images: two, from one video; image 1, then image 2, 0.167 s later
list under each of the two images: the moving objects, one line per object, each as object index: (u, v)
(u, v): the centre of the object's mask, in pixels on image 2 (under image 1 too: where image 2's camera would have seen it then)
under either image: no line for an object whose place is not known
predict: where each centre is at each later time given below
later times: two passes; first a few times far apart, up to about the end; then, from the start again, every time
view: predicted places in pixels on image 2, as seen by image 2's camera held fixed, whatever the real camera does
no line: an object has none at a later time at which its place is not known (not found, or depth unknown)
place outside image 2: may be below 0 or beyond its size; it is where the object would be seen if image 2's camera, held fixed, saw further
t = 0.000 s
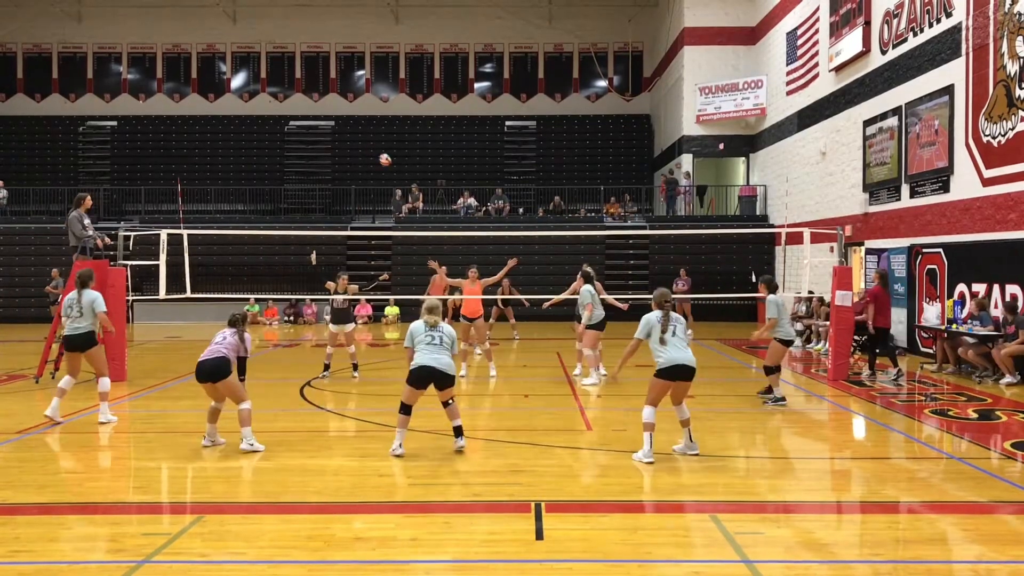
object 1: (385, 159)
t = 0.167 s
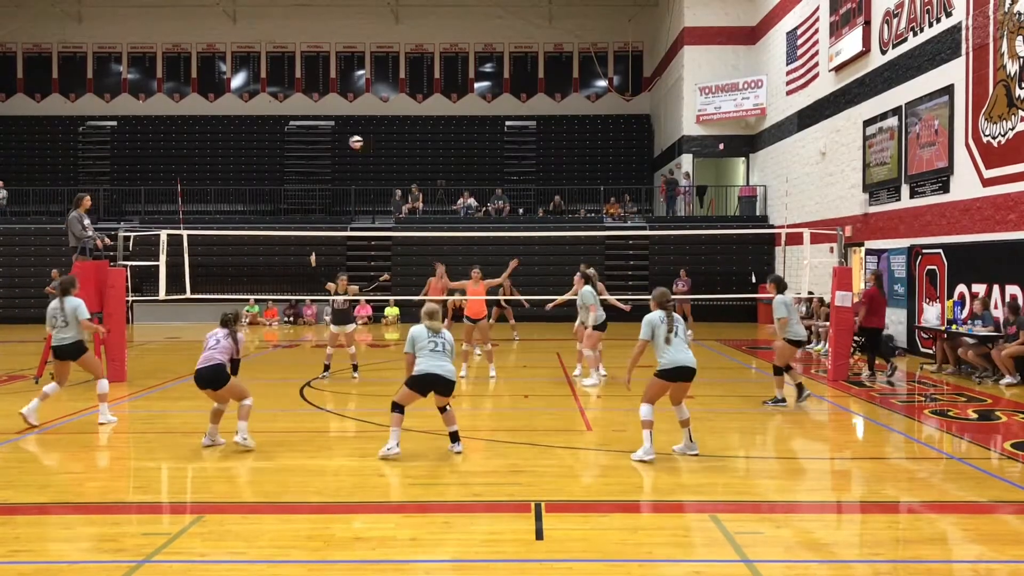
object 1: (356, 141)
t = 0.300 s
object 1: (329, 138)
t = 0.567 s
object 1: (253, 173)
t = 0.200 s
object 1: (350, 139)
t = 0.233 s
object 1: (343, 138)
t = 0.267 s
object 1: (336, 137)
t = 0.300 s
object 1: (329, 138)
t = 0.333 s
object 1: (321, 139)
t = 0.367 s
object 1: (317, 136)
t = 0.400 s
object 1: (311, 139)
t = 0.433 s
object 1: (295, 146)
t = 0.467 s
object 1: (286, 151)
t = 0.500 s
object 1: (276, 158)
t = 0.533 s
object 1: (265, 165)
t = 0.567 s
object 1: (253, 173)
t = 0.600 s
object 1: (241, 182)
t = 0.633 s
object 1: (228, 193)
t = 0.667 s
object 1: (216, 207)
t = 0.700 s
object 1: (202, 221)
